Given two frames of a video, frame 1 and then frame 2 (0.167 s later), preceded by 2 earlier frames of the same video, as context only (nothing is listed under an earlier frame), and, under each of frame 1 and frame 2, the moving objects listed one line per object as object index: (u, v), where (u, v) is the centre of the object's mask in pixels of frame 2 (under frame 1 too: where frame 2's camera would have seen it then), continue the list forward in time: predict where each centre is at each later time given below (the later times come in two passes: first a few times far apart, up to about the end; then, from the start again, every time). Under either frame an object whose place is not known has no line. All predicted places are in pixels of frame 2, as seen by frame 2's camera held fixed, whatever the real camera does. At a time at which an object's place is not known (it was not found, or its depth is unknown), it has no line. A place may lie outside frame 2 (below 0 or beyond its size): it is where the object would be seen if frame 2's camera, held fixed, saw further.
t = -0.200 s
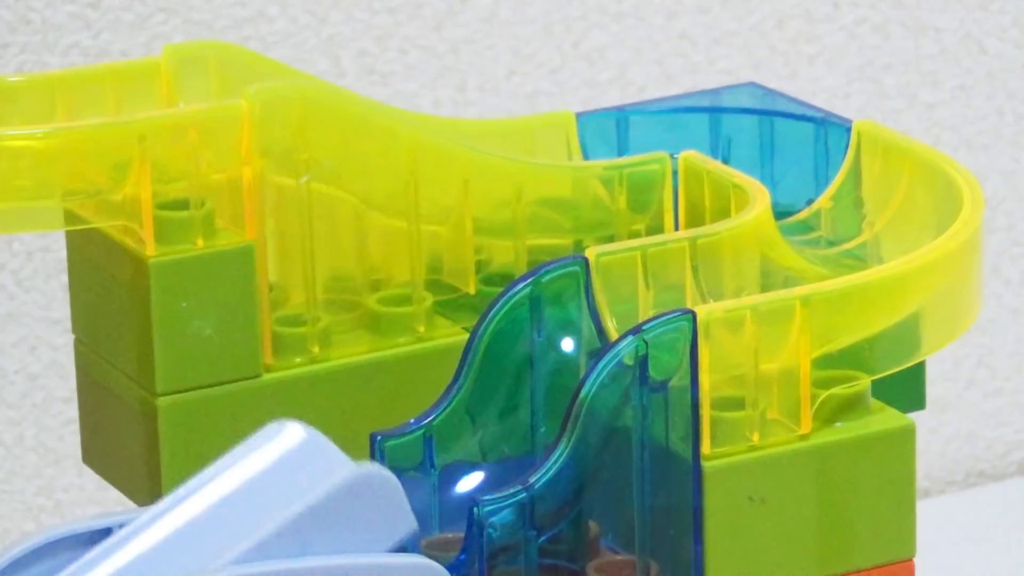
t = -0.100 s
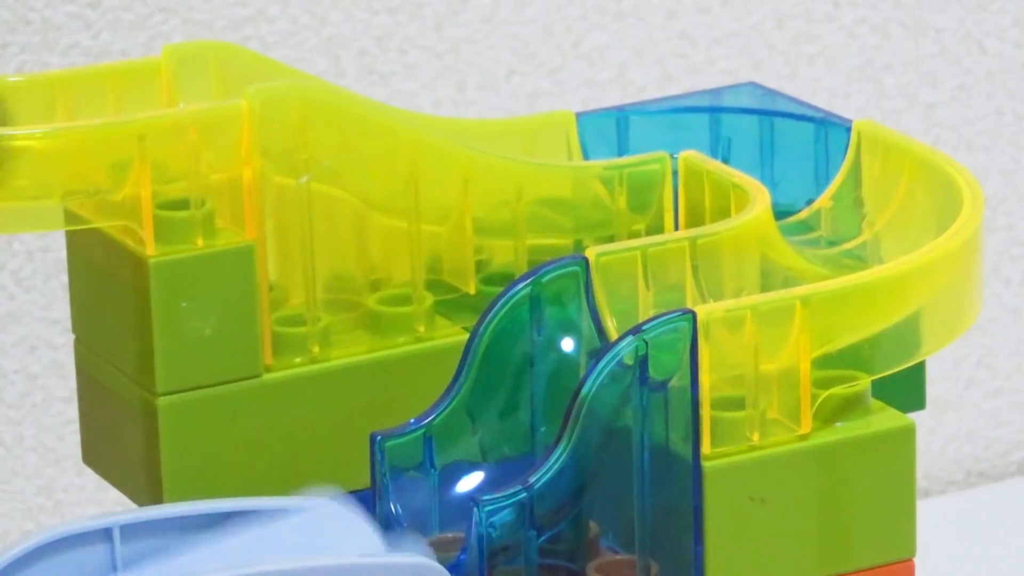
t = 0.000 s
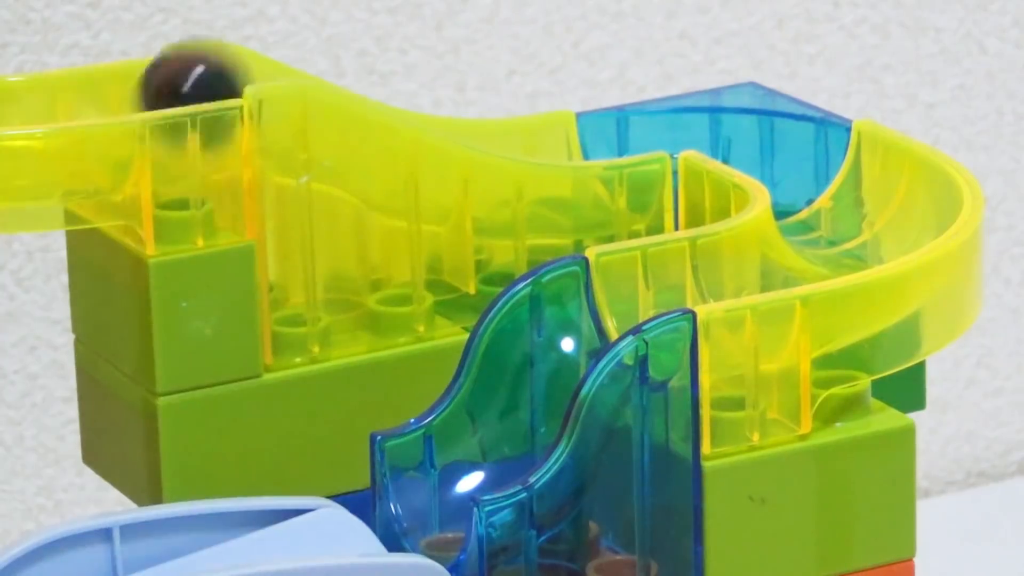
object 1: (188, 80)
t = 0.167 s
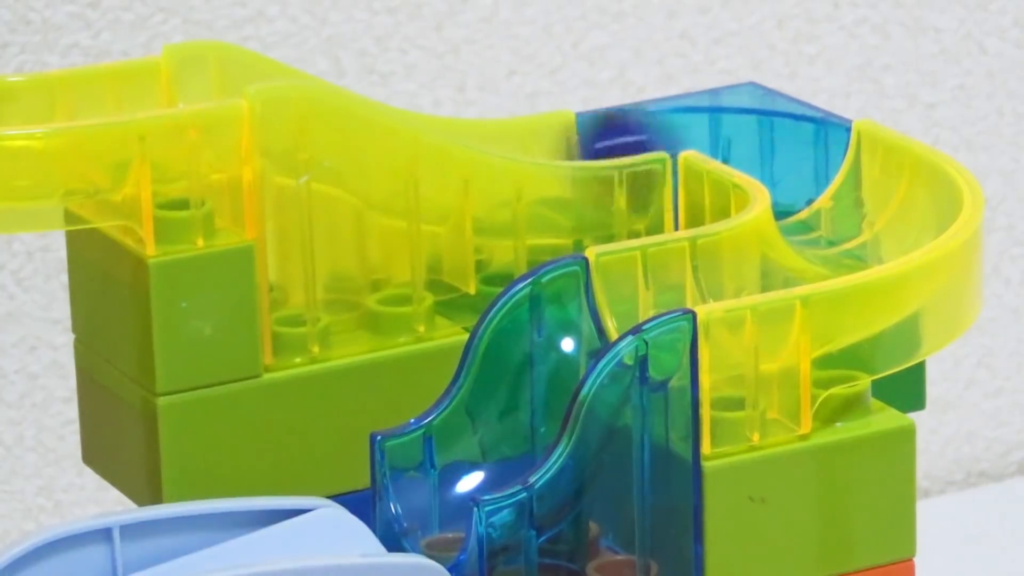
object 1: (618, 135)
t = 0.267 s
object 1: (816, 186)
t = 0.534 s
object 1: (734, 272)
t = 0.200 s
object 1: (725, 116)
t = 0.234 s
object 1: (790, 121)
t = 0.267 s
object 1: (816, 186)
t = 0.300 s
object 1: (824, 196)
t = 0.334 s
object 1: (868, 221)
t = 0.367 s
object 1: (897, 210)
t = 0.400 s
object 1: (877, 229)
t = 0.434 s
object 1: (822, 247)
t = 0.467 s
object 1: (788, 256)
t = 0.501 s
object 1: (766, 267)
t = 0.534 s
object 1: (734, 272)
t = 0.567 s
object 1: (682, 284)
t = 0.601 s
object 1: (627, 293)
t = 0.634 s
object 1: (586, 314)
